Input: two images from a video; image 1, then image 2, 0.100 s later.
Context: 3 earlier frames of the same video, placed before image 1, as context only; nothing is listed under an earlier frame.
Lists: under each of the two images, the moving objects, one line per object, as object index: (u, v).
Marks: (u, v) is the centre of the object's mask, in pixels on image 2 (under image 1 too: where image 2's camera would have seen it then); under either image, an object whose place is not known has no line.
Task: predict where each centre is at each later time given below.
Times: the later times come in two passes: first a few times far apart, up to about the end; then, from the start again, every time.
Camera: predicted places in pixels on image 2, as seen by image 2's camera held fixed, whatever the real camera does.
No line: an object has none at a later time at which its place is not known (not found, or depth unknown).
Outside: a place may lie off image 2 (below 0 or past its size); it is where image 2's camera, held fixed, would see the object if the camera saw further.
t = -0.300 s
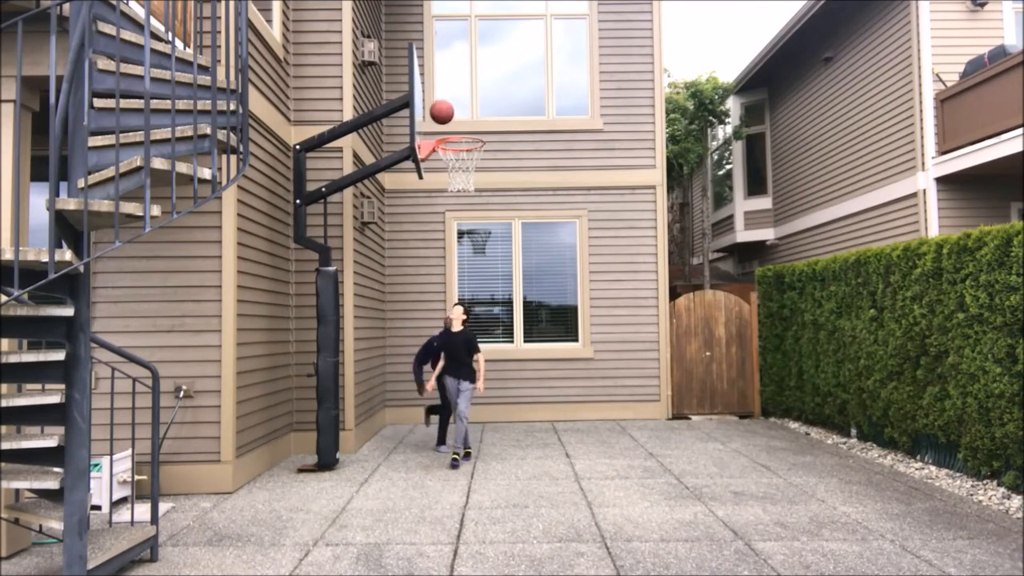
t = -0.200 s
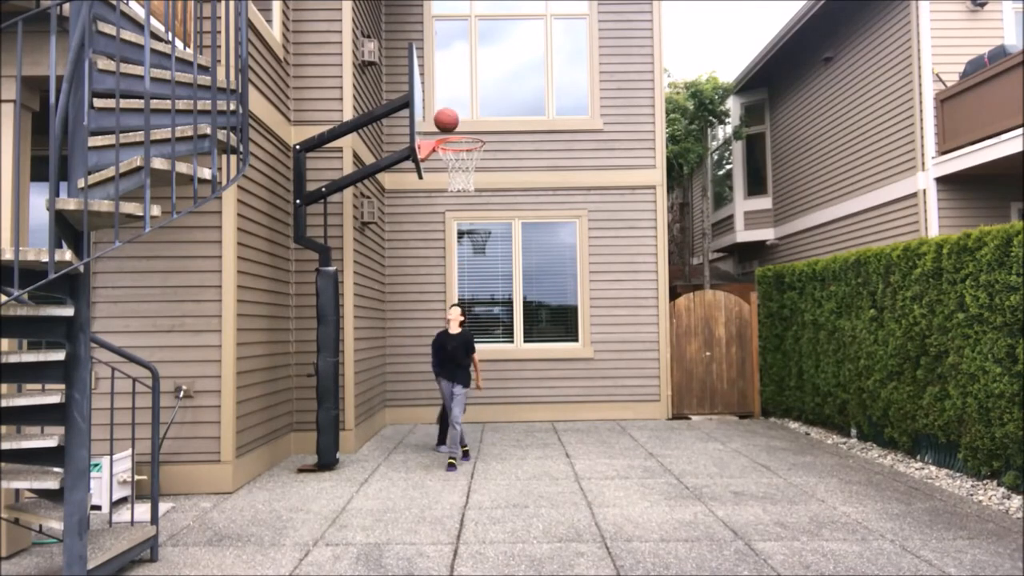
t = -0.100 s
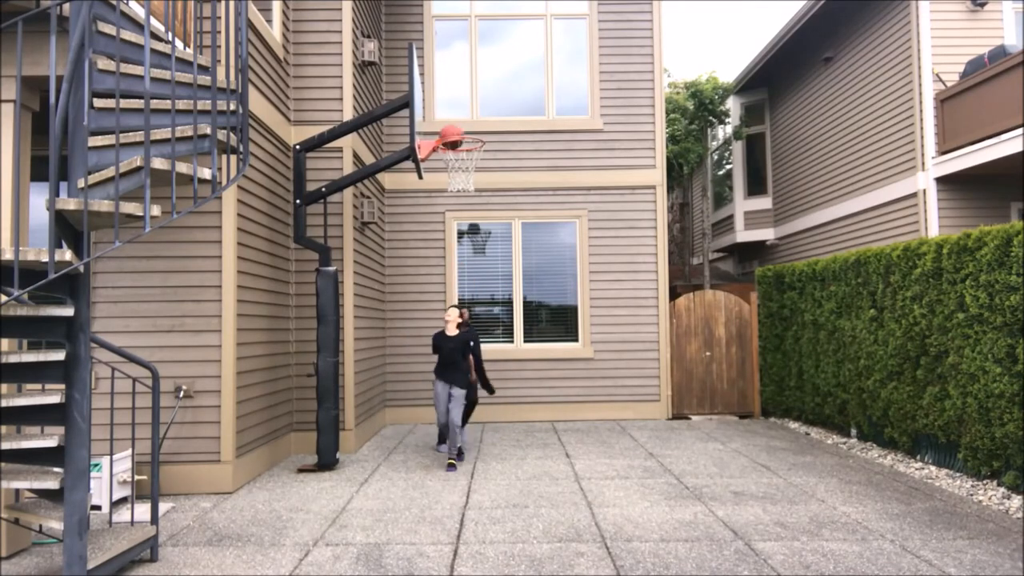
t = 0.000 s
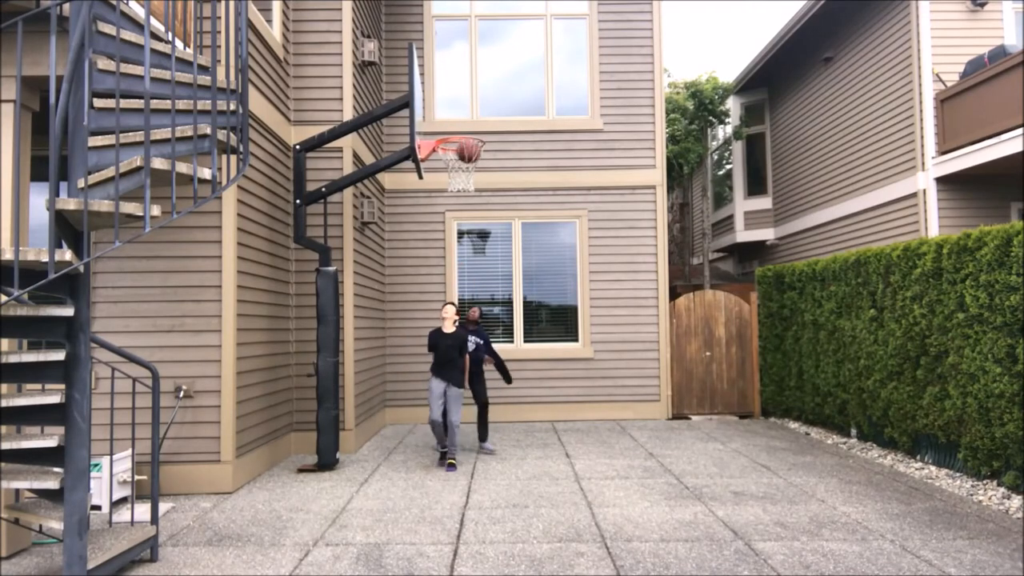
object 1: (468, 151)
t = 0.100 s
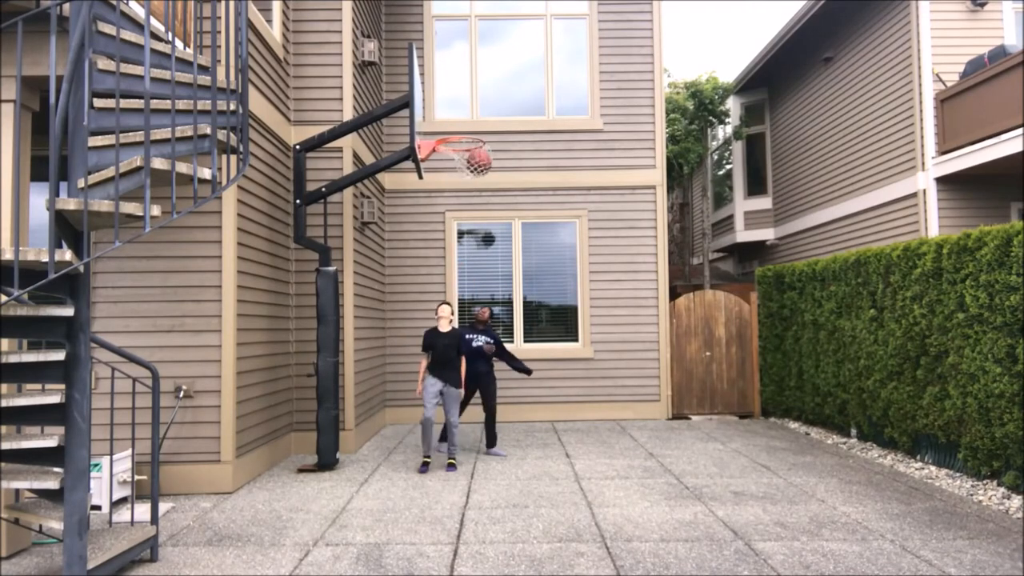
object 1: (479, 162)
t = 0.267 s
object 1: (470, 168)
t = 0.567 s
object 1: (450, 188)
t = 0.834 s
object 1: (448, 252)
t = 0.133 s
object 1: (479, 163)
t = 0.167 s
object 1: (478, 164)
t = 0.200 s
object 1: (476, 165)
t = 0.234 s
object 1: (473, 165)
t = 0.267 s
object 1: (470, 168)
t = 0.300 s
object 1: (467, 169)
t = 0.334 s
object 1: (464, 172)
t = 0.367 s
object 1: (460, 173)
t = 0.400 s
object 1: (457, 175)
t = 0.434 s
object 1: (454, 177)
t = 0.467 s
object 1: (452, 178)
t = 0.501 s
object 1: (451, 180)
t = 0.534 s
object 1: (450, 188)
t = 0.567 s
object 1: (450, 188)
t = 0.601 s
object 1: (449, 191)
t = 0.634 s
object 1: (449, 195)
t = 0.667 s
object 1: (449, 201)
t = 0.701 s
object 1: (448, 209)
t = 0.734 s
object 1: (448, 218)
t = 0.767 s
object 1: (448, 229)
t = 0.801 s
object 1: (448, 239)
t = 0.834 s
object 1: (448, 252)
